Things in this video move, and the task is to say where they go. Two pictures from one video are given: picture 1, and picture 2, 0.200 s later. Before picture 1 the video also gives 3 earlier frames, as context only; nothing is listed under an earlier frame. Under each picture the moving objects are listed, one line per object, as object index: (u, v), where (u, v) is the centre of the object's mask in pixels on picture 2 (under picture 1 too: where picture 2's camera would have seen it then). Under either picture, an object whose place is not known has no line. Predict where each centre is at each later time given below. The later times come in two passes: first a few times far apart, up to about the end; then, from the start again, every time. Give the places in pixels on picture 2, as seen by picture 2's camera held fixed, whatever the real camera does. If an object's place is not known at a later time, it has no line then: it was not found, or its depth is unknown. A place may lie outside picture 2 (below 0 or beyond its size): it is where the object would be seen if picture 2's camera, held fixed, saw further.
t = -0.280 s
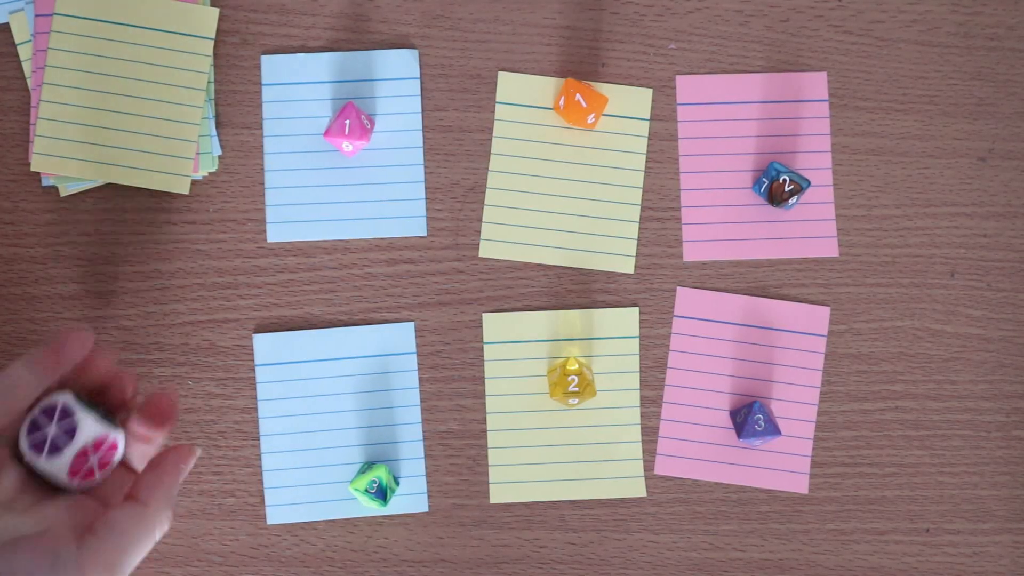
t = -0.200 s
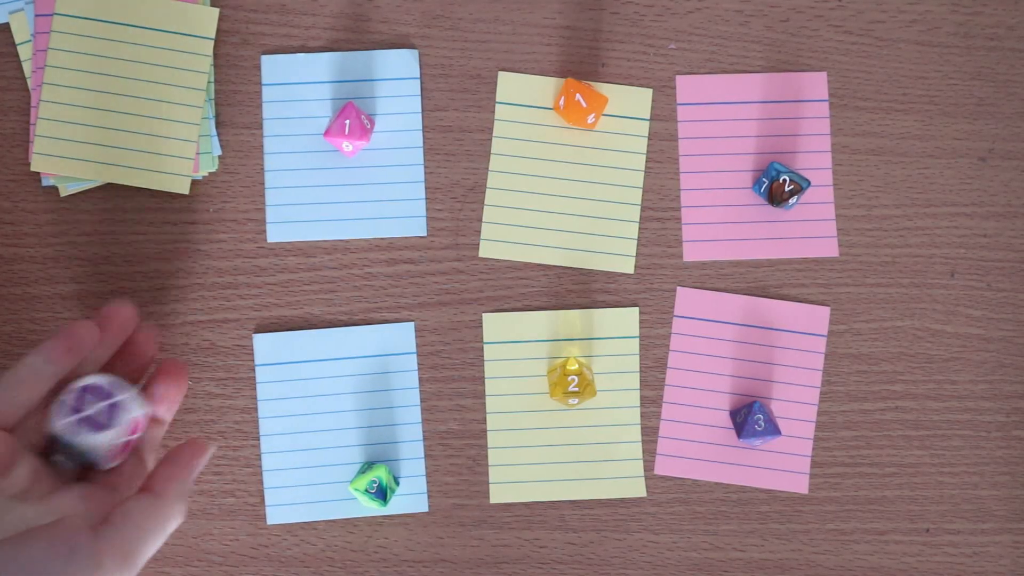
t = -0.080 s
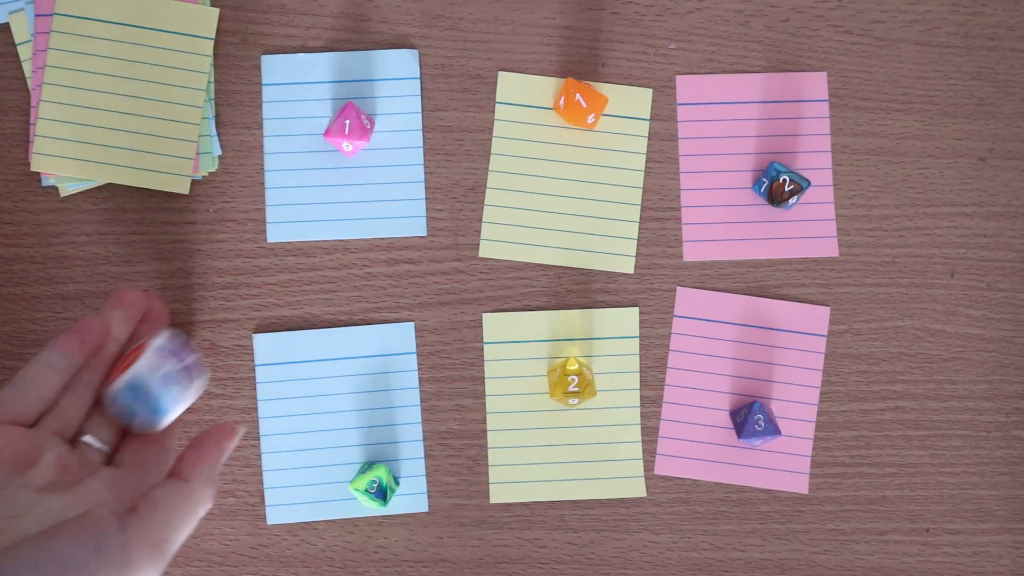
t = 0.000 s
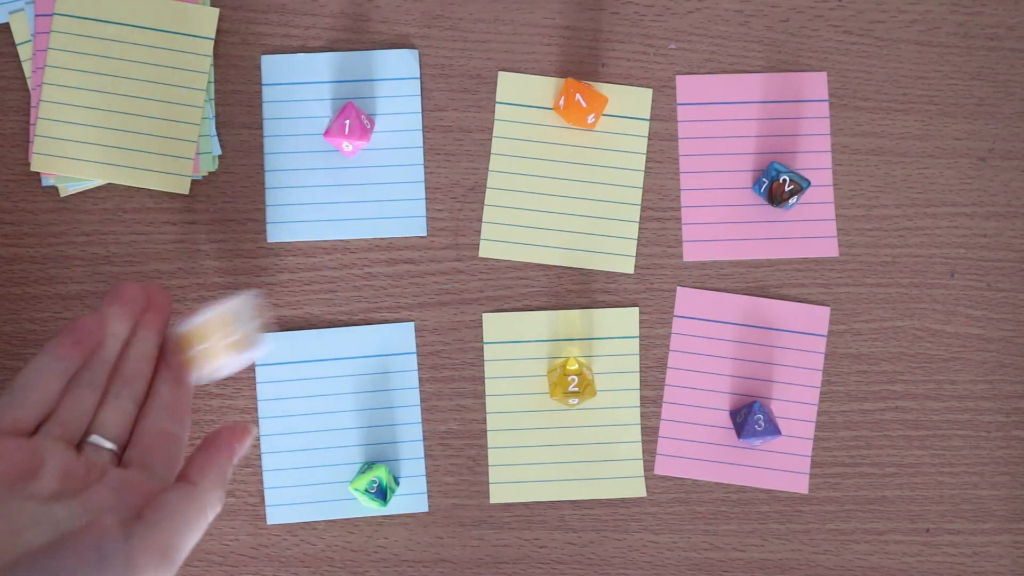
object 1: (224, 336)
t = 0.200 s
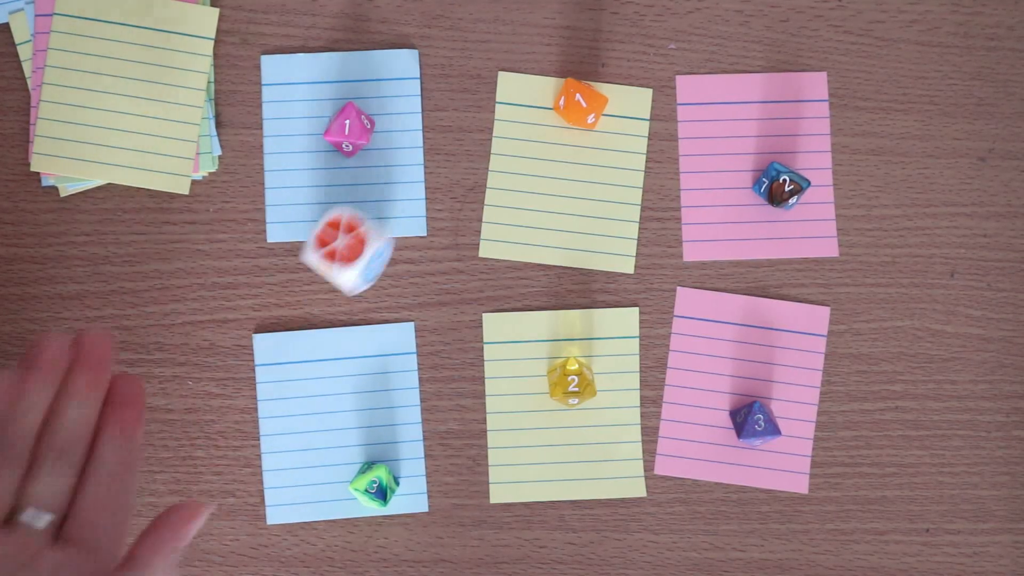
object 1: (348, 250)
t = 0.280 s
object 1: (376, 236)
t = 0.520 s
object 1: (393, 233)
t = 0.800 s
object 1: (393, 233)
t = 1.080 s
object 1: (394, 233)
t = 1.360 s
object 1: (393, 233)
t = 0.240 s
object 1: (362, 242)
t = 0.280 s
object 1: (376, 236)
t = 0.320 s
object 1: (387, 234)
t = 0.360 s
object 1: (393, 233)
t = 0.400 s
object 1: (393, 233)
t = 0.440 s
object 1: (393, 233)
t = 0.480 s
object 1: (394, 233)
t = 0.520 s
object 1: (393, 233)
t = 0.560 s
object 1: (393, 233)
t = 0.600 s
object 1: (393, 233)
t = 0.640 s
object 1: (393, 233)
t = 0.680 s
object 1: (394, 233)
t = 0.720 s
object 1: (393, 233)
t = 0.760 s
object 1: (393, 233)
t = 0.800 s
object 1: (393, 233)
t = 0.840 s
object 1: (394, 233)
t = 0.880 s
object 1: (393, 233)
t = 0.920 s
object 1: (393, 233)
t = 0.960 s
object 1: (393, 233)
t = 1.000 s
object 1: (393, 233)
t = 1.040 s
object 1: (394, 233)
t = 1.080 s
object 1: (394, 233)
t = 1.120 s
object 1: (393, 233)
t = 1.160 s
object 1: (393, 233)
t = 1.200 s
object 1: (393, 233)
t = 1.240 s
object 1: (393, 233)
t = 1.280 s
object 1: (393, 233)
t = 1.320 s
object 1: (393, 233)
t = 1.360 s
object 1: (393, 233)
